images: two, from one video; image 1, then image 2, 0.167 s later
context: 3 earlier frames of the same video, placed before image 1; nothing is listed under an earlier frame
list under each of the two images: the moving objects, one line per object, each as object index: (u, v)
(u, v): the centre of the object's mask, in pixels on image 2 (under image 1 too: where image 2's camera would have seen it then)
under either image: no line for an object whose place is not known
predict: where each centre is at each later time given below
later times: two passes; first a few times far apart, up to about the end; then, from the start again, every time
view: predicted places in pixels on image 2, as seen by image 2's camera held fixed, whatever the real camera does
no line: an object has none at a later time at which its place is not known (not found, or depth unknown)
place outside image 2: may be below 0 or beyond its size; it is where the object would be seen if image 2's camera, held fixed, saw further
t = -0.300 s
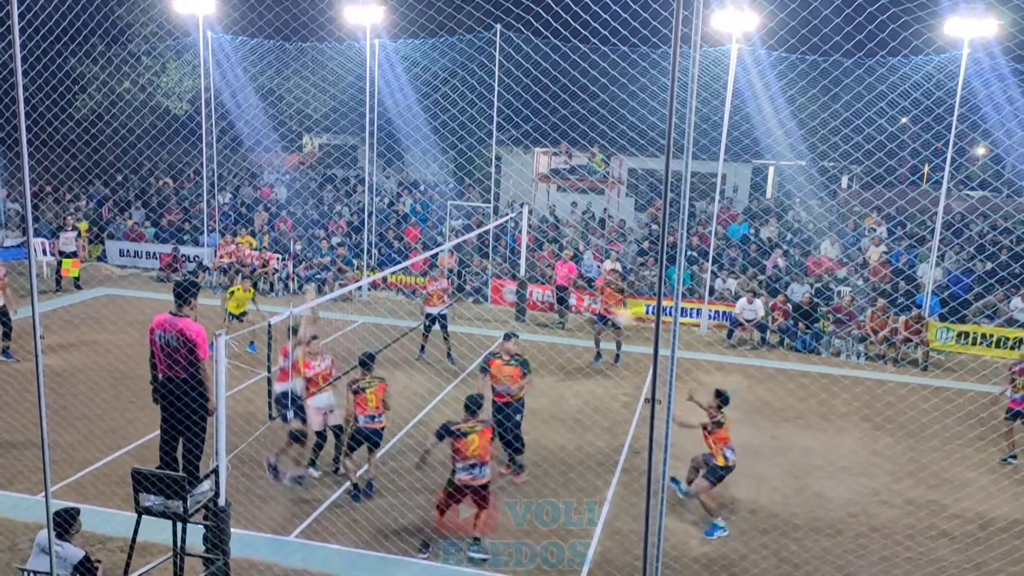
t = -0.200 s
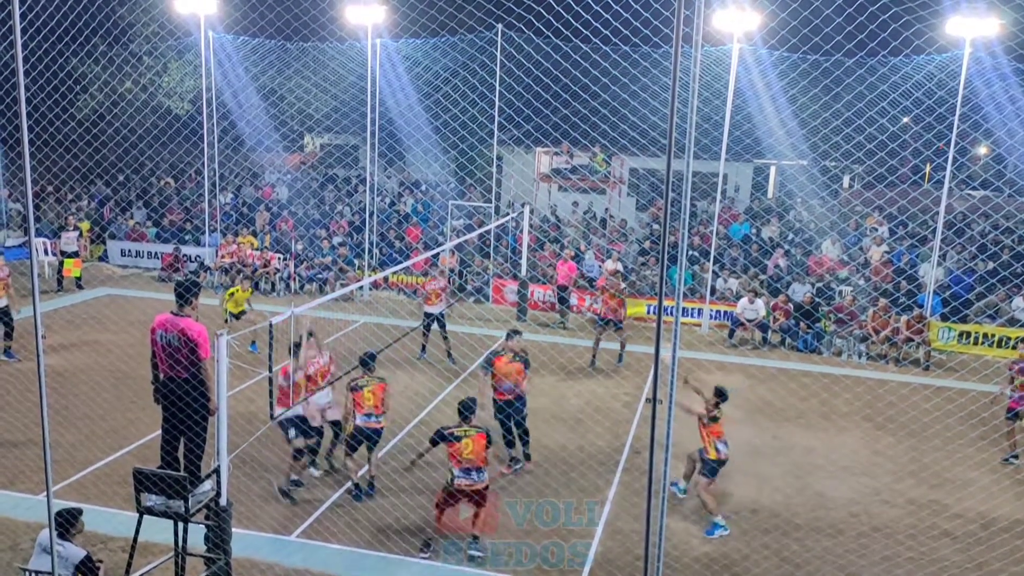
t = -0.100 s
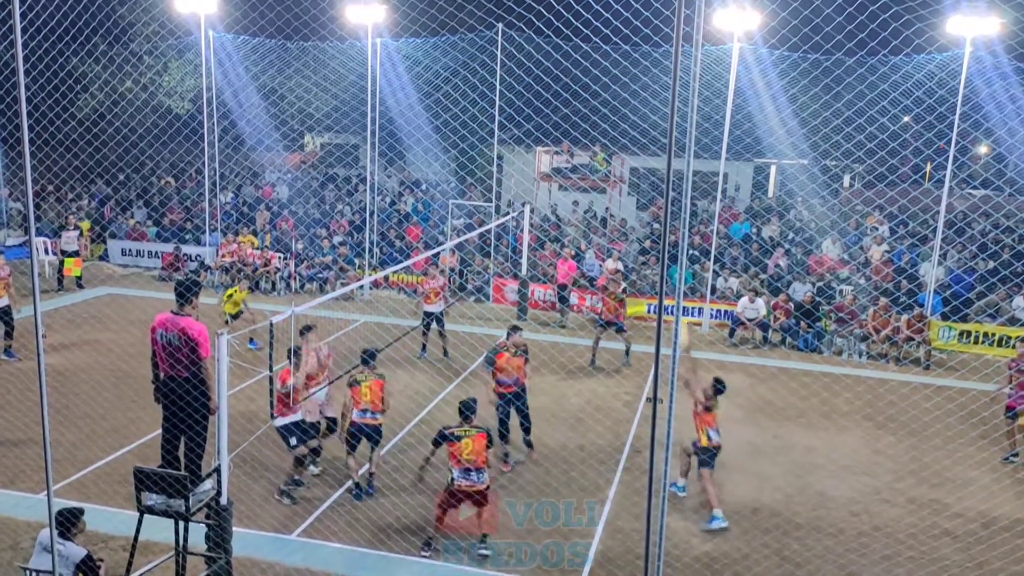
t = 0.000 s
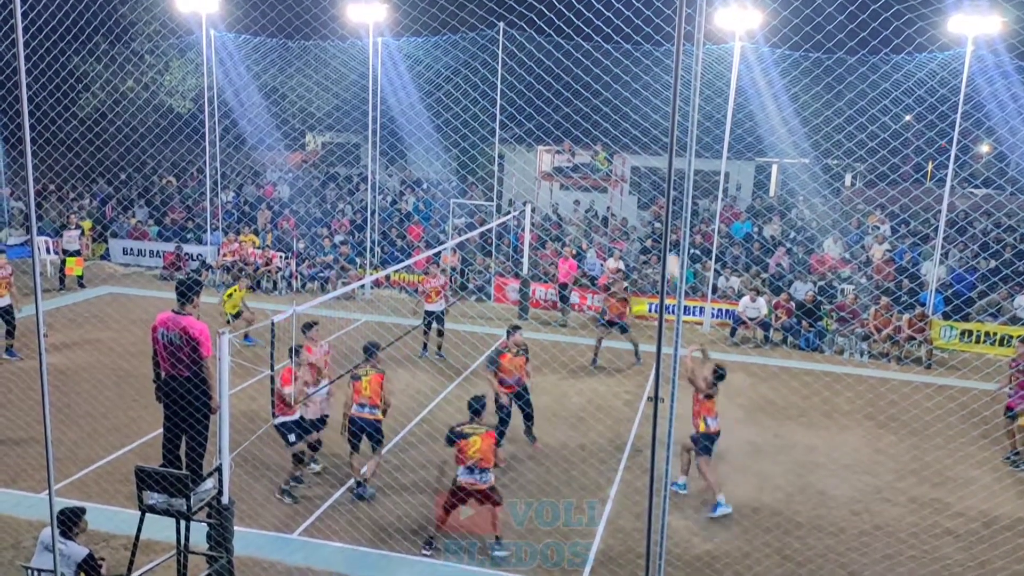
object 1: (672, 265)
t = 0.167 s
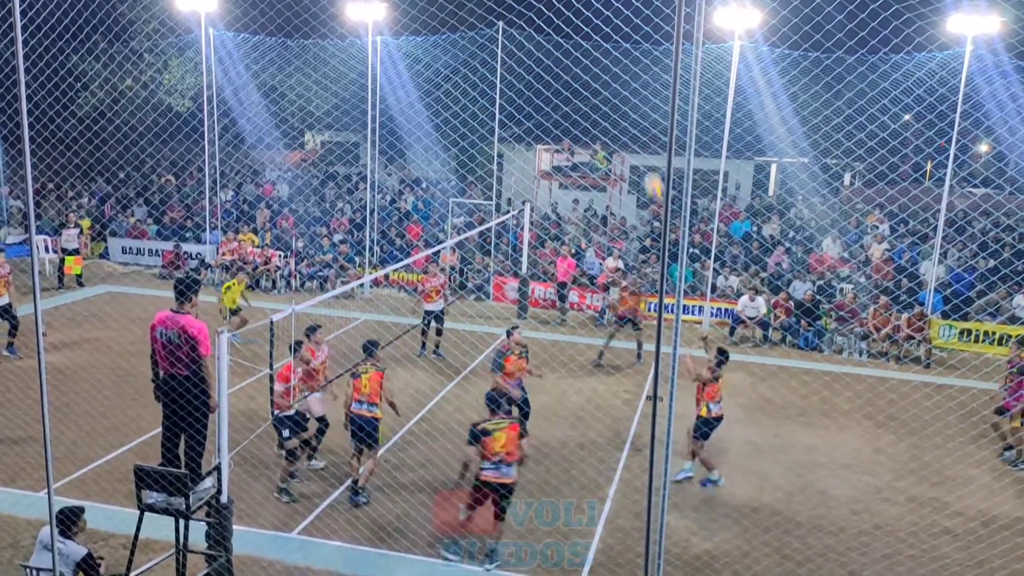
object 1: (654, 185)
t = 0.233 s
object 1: (647, 160)
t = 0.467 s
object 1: (620, 105)
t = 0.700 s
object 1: (594, 95)
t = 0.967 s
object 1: (561, 138)
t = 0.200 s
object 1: (650, 172)
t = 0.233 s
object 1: (647, 160)
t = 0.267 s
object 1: (642, 148)
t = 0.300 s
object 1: (639, 139)
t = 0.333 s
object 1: (635, 131)
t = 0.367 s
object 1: (631, 122)
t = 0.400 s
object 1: (628, 116)
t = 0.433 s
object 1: (624, 110)
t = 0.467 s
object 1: (620, 105)
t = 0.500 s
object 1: (617, 101)
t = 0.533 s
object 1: (613, 98)
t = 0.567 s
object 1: (609, 95)
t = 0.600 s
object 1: (605, 94)
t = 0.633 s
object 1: (602, 94)
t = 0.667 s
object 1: (598, 94)
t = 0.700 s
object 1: (594, 95)
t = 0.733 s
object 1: (589, 98)
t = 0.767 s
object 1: (586, 101)
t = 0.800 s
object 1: (581, 106)
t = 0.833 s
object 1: (577, 110)
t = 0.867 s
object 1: (572, 117)
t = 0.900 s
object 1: (568, 123)
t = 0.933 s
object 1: (565, 130)
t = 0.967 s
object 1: (561, 138)
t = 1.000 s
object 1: (559, 147)
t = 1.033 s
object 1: (551, 157)
